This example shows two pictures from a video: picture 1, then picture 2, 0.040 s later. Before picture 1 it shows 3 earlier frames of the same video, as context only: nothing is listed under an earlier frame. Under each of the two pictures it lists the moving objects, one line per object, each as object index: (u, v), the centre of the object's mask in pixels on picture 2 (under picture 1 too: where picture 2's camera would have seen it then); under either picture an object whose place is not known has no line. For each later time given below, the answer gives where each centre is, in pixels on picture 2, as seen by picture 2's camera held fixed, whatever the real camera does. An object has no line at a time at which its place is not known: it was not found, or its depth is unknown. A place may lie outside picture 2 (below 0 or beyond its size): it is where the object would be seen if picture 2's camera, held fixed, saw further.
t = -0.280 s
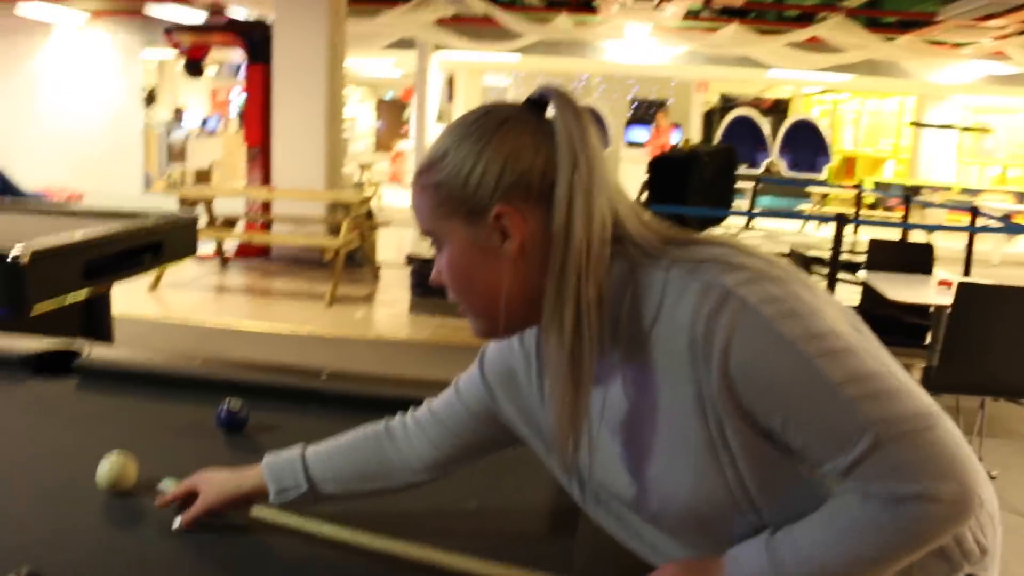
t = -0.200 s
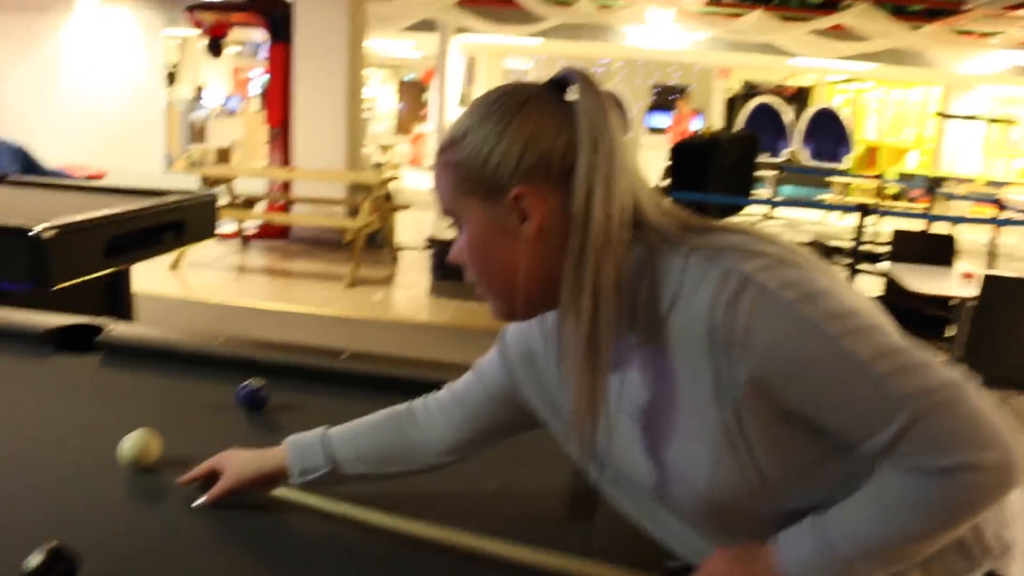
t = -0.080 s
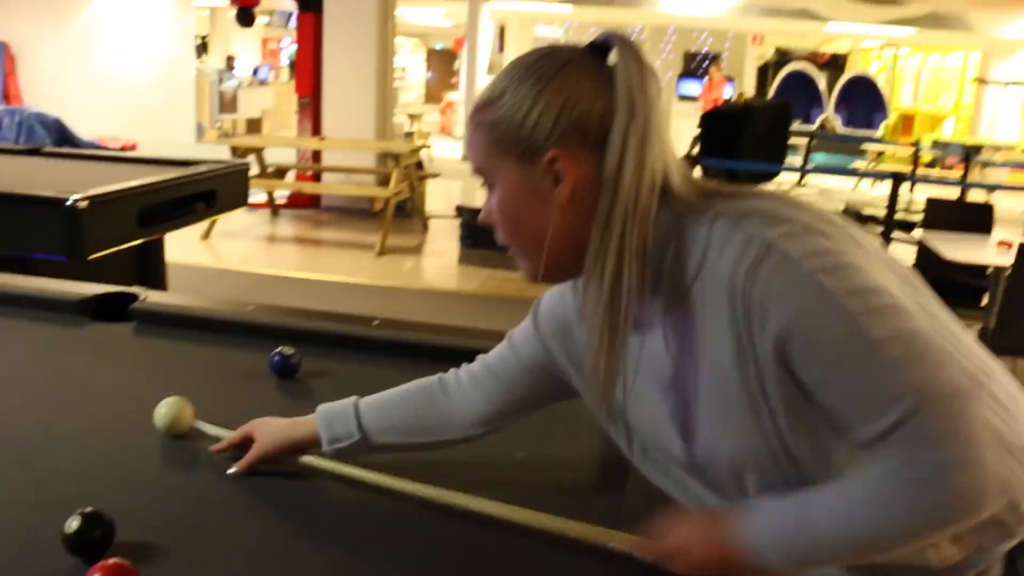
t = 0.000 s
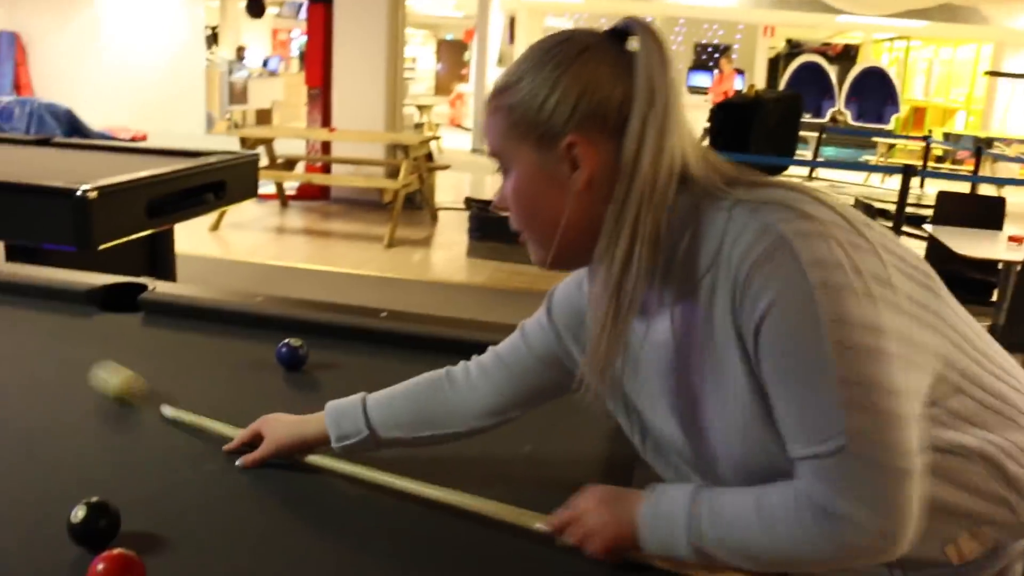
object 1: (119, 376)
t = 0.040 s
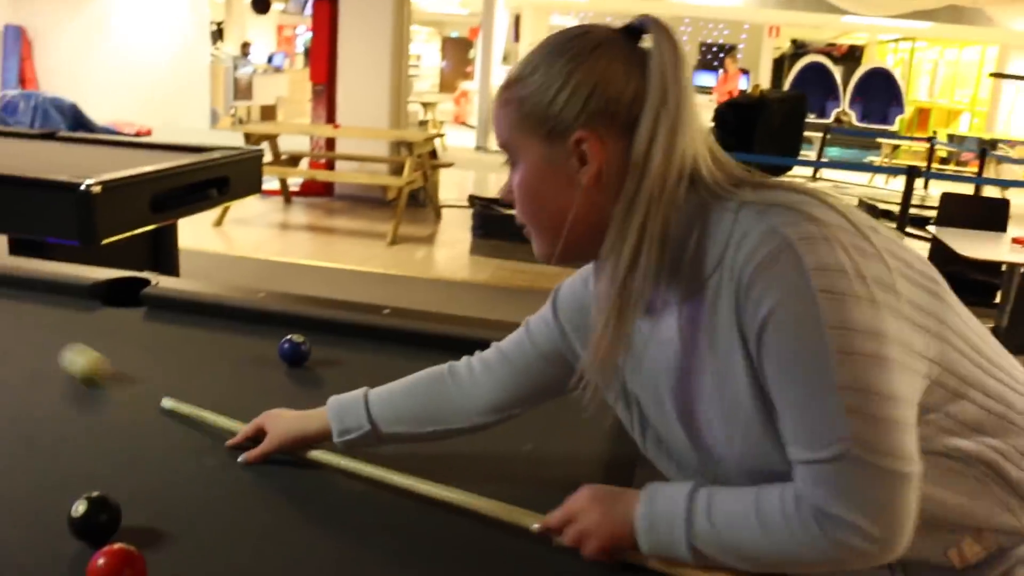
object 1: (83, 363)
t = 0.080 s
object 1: (53, 351)
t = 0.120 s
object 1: (25, 342)
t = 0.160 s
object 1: (3, 333)
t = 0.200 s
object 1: (-16, 324)
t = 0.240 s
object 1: (-36, 318)
